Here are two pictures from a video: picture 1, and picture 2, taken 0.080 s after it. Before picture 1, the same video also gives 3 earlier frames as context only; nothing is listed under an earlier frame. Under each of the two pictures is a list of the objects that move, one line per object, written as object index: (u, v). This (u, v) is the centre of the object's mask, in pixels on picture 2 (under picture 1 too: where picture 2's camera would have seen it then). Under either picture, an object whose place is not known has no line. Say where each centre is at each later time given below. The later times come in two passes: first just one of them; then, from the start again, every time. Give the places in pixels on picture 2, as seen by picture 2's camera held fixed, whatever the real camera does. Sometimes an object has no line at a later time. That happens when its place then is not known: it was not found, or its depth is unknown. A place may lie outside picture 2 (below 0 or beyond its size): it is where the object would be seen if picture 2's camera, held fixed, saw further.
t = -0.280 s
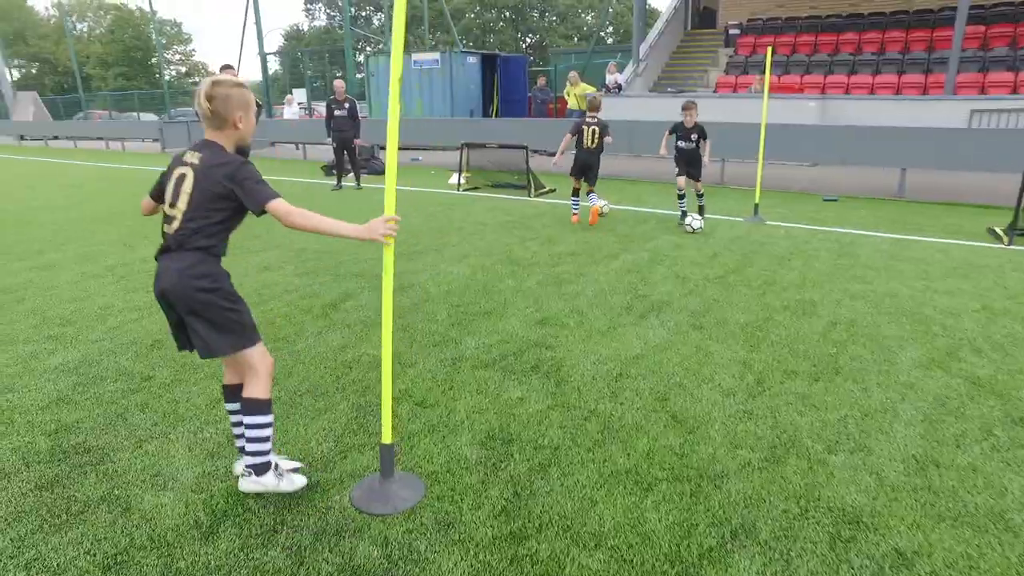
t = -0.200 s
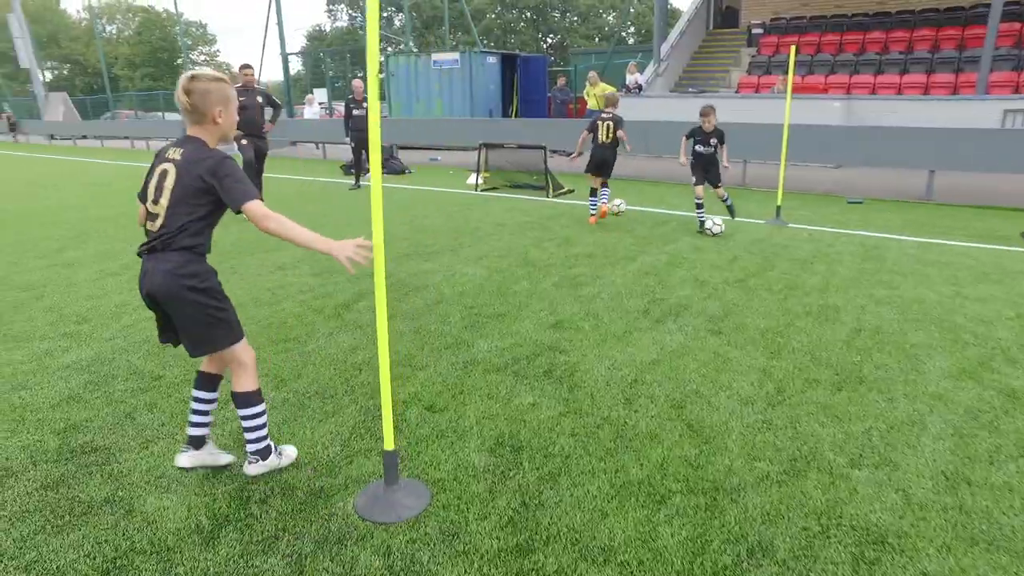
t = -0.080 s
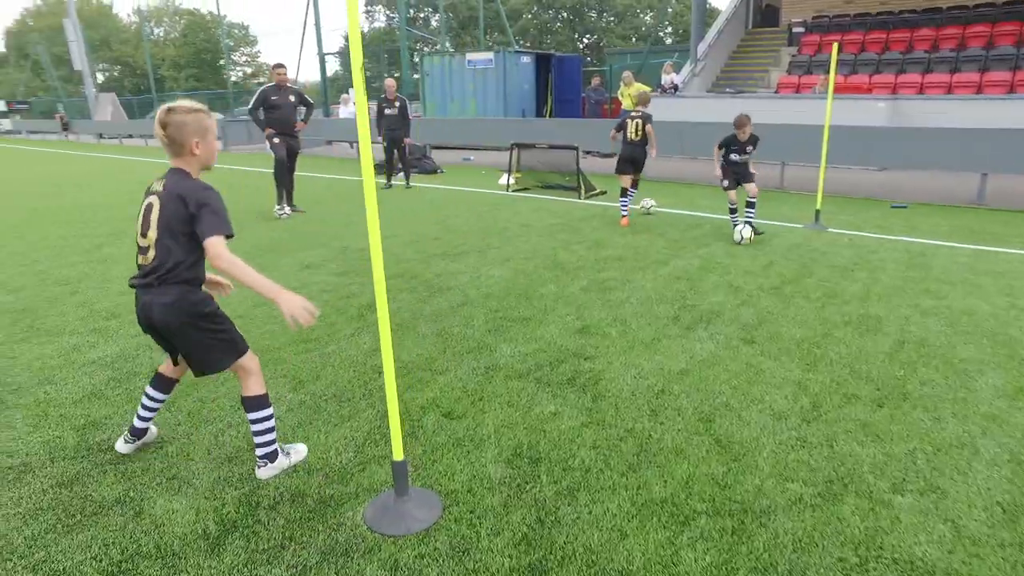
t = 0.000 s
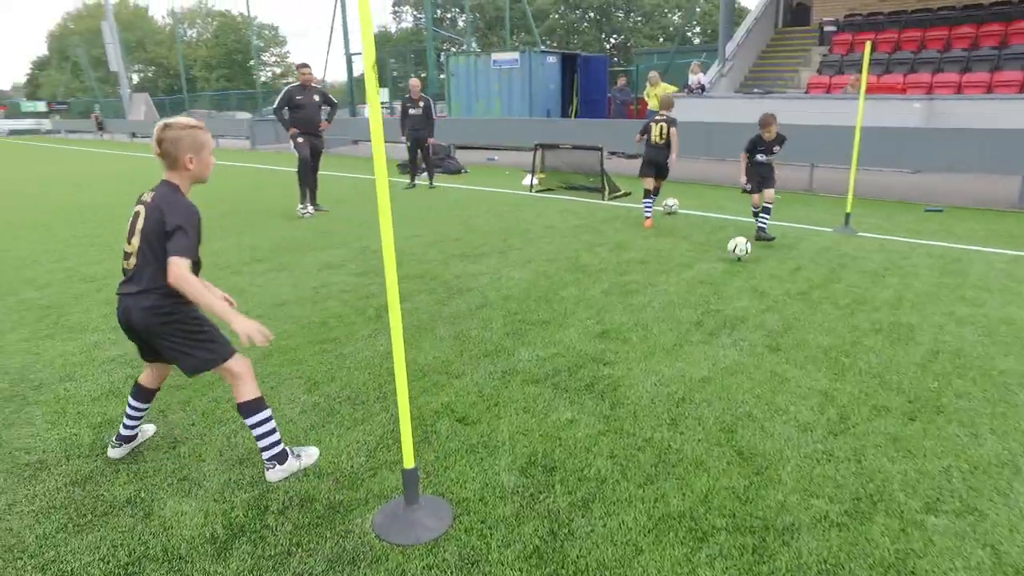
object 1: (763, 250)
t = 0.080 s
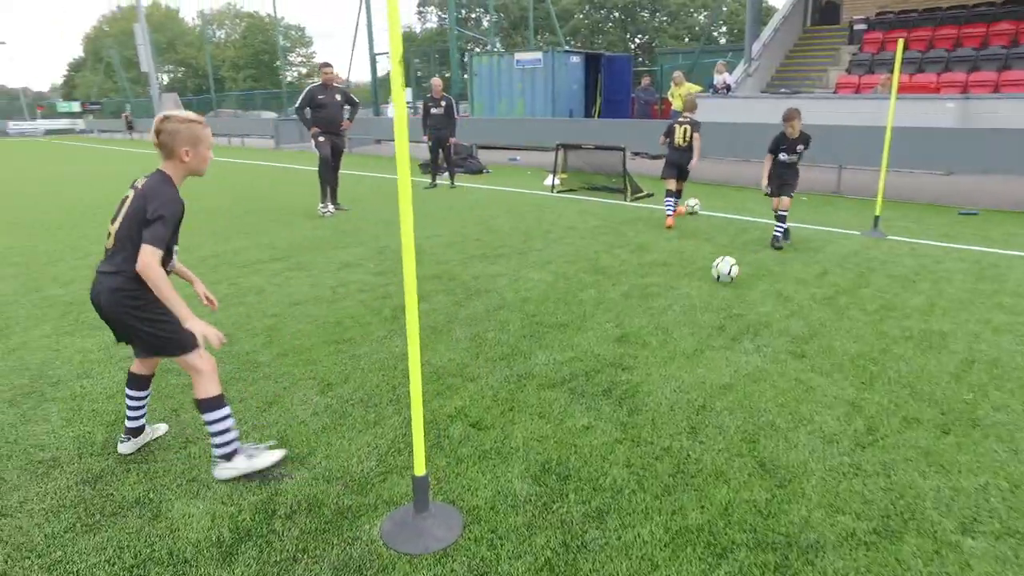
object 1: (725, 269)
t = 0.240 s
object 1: (639, 304)
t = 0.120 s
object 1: (706, 275)
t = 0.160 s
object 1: (687, 281)
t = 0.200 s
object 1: (665, 291)
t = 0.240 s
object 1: (639, 304)
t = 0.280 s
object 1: (616, 311)
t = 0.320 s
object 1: (591, 319)
